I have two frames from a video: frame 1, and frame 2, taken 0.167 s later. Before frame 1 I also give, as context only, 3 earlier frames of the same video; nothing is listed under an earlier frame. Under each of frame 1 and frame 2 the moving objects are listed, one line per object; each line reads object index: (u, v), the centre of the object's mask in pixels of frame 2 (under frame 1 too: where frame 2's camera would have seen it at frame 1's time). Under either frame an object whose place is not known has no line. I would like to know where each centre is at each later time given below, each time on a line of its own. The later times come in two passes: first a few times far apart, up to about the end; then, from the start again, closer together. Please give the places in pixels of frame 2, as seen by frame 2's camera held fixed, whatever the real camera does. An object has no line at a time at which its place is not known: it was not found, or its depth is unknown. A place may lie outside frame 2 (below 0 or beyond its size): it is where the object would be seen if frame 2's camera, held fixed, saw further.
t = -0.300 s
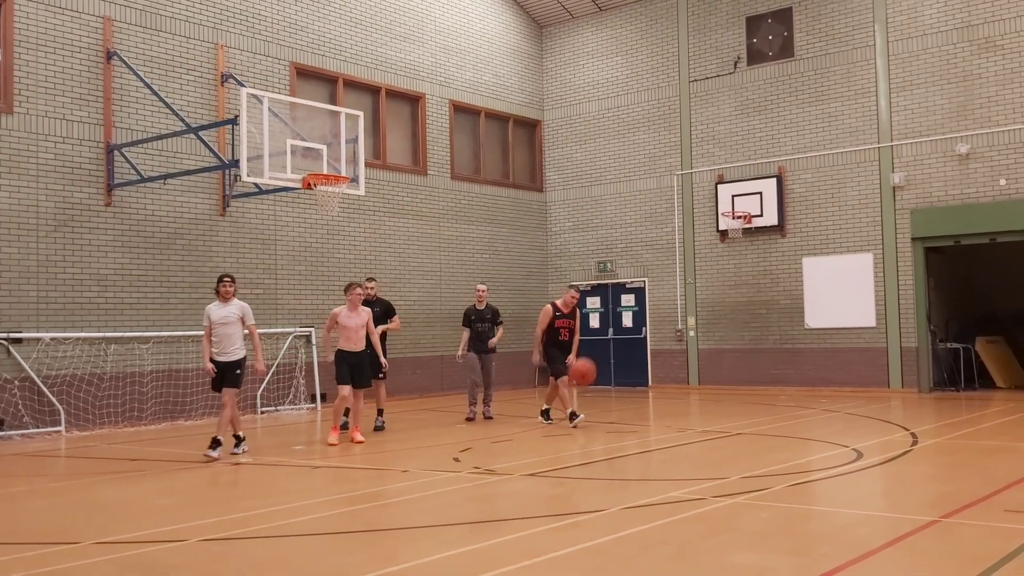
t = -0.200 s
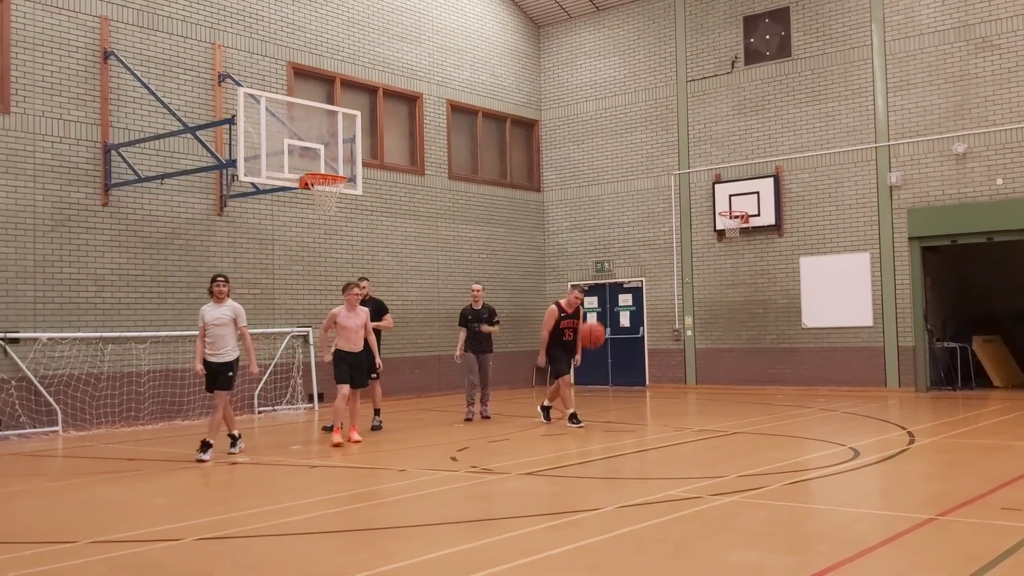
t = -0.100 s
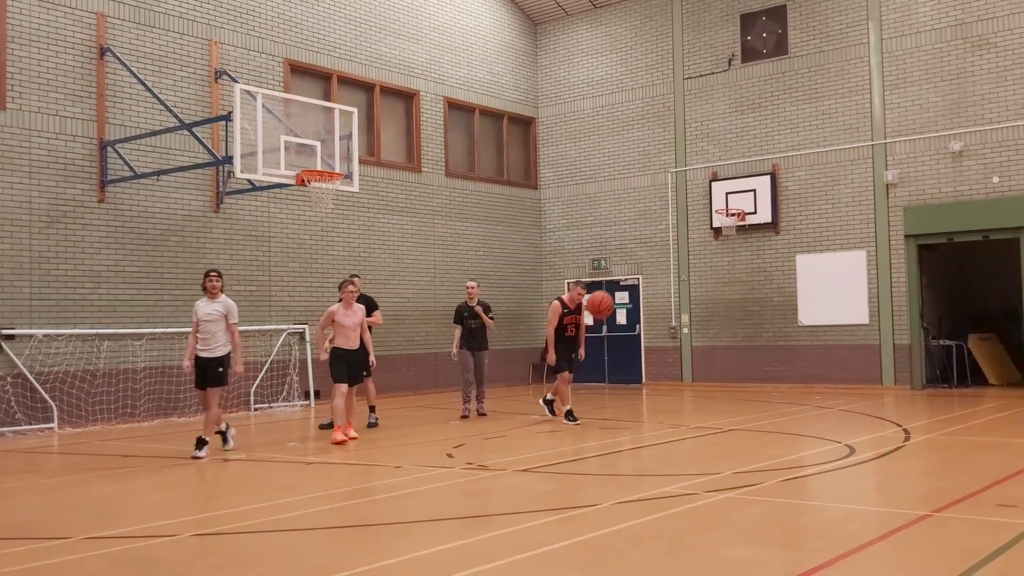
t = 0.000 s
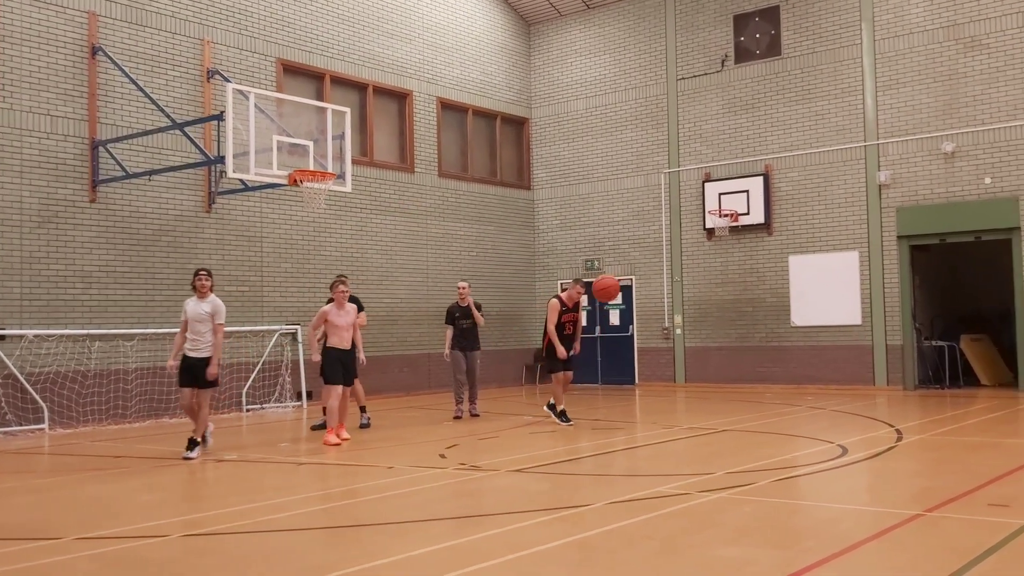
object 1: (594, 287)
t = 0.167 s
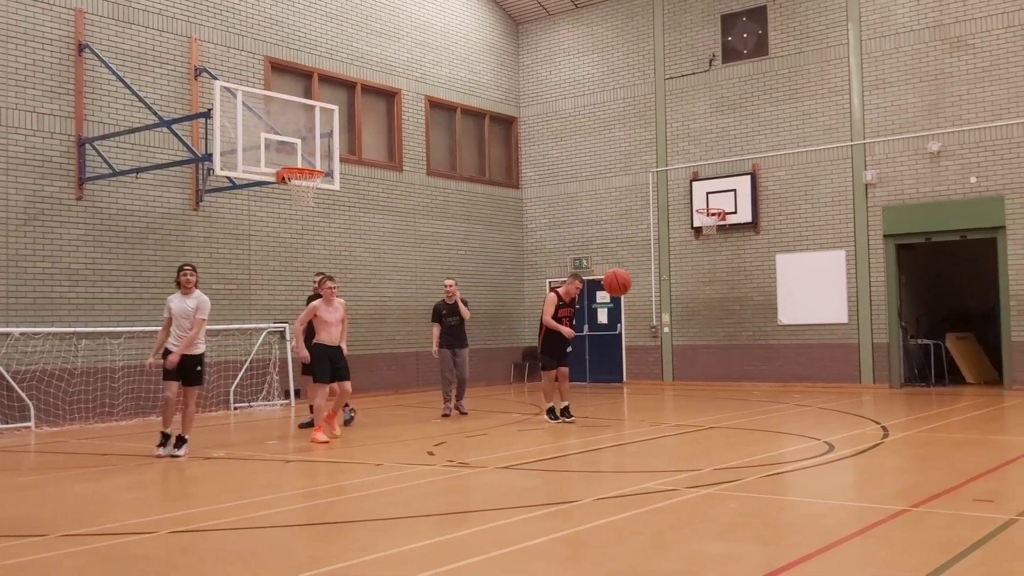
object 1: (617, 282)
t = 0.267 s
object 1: (632, 295)
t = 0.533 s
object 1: (675, 392)
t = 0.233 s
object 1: (627, 290)
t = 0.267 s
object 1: (632, 295)
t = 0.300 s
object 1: (637, 302)
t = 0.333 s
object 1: (642, 310)
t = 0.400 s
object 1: (653, 331)
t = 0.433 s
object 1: (659, 344)
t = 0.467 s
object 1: (665, 359)
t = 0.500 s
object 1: (670, 374)
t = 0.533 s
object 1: (675, 392)
